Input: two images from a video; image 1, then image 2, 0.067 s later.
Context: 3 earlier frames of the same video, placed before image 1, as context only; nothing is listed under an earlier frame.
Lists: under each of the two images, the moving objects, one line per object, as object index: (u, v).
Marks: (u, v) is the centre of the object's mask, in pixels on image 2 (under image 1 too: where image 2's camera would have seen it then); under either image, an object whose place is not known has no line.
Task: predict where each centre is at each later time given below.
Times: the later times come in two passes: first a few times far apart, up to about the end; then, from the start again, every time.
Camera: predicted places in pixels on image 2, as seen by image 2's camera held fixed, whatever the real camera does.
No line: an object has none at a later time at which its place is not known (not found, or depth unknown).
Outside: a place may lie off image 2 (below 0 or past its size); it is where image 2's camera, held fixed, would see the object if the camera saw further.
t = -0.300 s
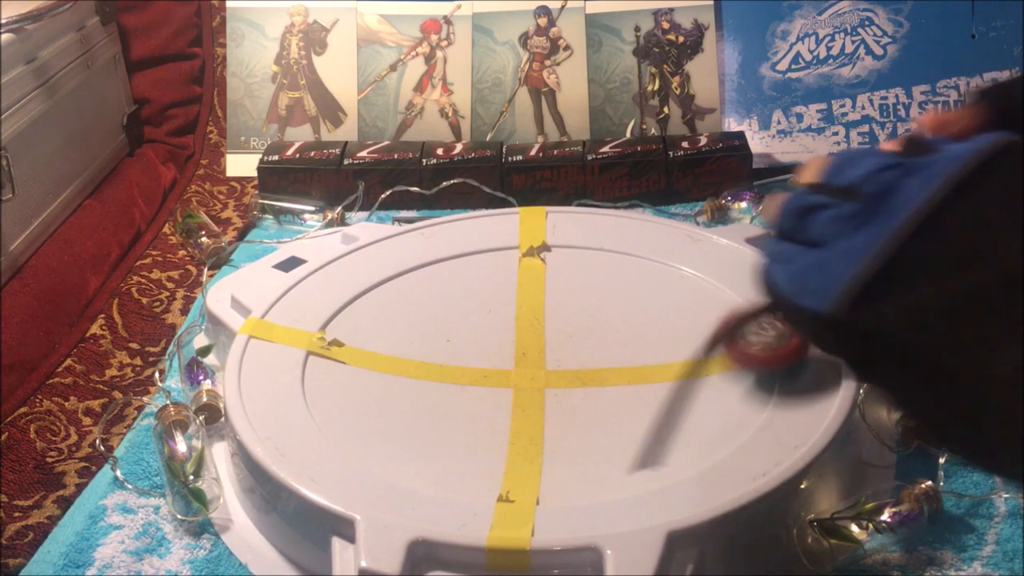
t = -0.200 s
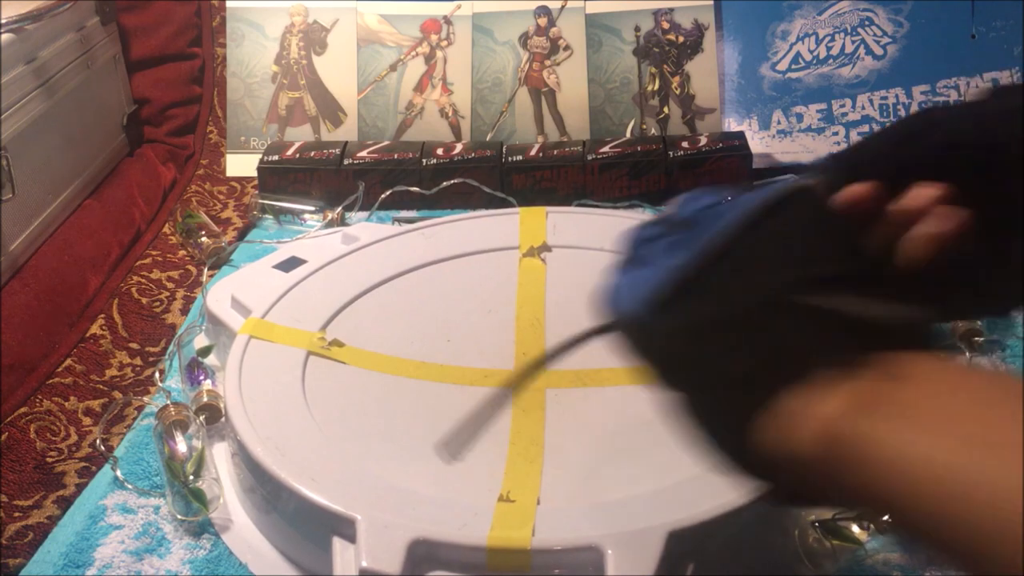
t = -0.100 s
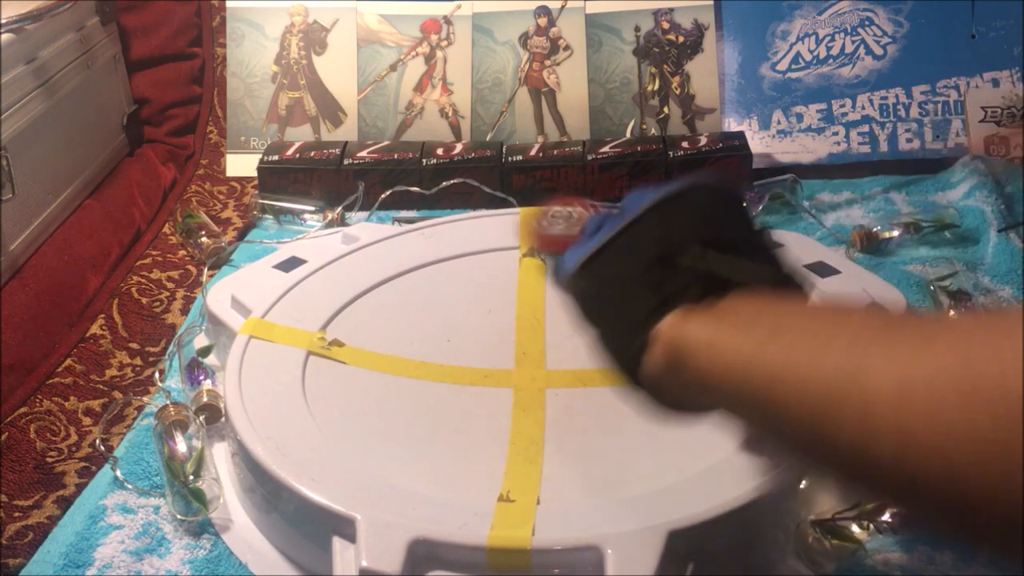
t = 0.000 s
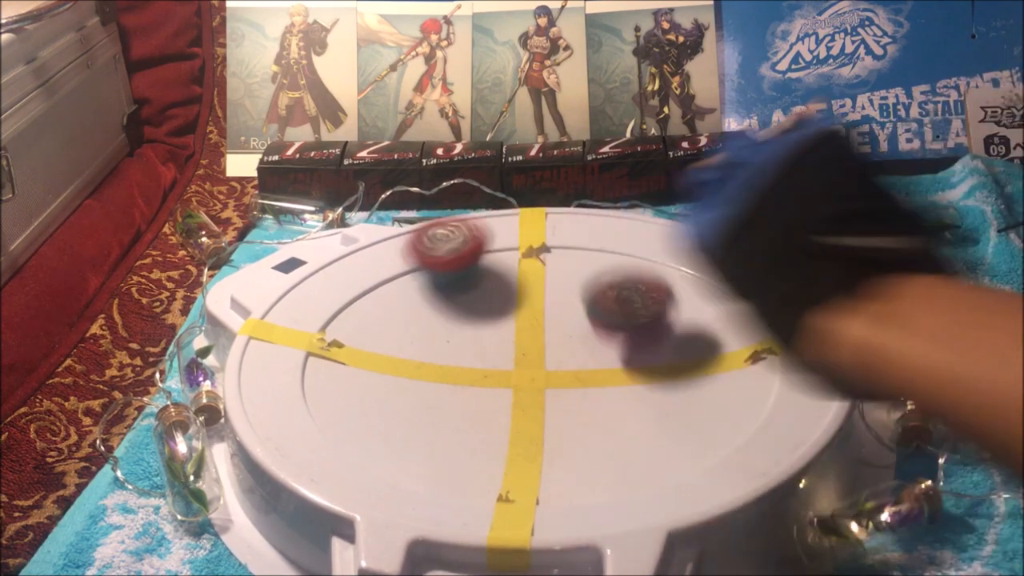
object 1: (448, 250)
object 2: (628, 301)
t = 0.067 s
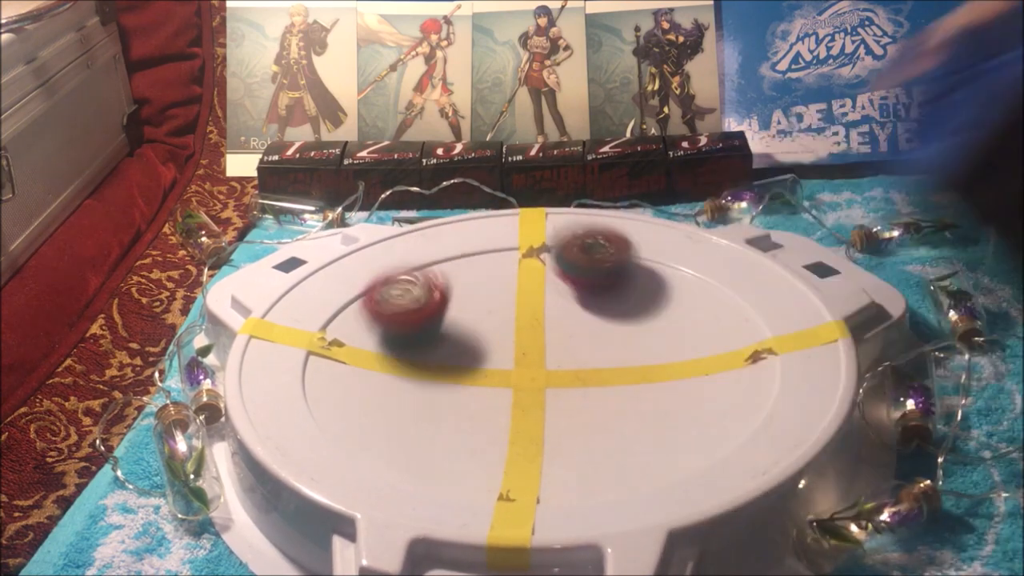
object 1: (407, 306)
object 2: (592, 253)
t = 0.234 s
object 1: (551, 430)
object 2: (383, 258)
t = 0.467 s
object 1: (729, 292)
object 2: (542, 412)
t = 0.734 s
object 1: (483, 273)
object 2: (554, 220)
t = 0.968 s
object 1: (446, 421)
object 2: (385, 362)
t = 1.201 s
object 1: (749, 382)
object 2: (683, 297)
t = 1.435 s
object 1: (627, 266)
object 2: (441, 250)
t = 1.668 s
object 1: (370, 318)
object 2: (574, 376)
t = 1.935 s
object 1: (485, 438)
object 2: (594, 230)
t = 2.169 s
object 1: (653, 333)
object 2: (467, 345)
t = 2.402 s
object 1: (489, 244)
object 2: (704, 333)
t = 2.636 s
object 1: (367, 288)
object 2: (560, 254)
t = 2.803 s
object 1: (312, 306)
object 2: (492, 348)
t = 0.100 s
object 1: (402, 337)
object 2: (563, 235)
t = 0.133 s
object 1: (413, 370)
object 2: (528, 224)
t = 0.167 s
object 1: (444, 400)
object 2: (485, 224)
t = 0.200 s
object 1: (491, 419)
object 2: (435, 238)
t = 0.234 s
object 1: (551, 430)
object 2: (383, 258)
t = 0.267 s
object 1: (616, 428)
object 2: (341, 289)
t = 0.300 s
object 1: (680, 415)
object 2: (325, 318)
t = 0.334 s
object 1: (737, 393)
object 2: (340, 342)
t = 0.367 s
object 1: (758, 360)
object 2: (369, 374)
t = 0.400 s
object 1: (764, 333)
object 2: (412, 400)
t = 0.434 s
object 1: (750, 306)
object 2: (475, 413)
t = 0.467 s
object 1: (729, 292)
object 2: (542, 412)
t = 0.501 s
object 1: (705, 274)
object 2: (602, 399)
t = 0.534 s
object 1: (681, 262)
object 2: (651, 371)
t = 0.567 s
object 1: (653, 252)
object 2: (680, 344)
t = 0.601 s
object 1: (624, 248)
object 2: (690, 307)
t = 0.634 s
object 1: (592, 247)
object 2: (683, 269)
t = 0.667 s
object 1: (554, 252)
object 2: (657, 241)
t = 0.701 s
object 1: (517, 262)
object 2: (610, 221)
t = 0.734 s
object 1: (483, 273)
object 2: (554, 220)
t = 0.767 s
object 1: (453, 286)
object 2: (495, 227)
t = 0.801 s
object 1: (428, 309)
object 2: (438, 237)
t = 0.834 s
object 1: (410, 330)
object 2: (393, 257)
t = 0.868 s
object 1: (401, 357)
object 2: (363, 280)
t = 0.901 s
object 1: (403, 383)
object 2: (349, 311)
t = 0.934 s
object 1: (419, 405)
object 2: (356, 333)
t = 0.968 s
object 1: (446, 421)
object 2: (385, 362)
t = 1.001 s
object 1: (482, 436)
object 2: (428, 382)
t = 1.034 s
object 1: (530, 444)
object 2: (484, 390)
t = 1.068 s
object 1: (586, 446)
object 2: (544, 389)
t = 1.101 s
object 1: (639, 439)
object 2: (602, 375)
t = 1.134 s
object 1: (686, 425)
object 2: (645, 354)
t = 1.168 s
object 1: (723, 405)
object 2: (672, 328)
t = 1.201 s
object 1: (749, 382)
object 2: (683, 297)
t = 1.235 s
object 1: (762, 361)
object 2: (676, 264)
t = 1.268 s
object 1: (762, 339)
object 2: (654, 236)
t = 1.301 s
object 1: (751, 317)
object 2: (611, 225)
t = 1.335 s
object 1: (728, 303)
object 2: (564, 224)
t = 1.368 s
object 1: (699, 287)
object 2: (520, 223)
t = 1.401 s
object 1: (665, 274)
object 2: (474, 236)
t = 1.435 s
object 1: (627, 266)
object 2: (441, 250)
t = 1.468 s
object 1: (586, 261)
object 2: (418, 271)
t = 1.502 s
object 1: (543, 261)
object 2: (410, 297)
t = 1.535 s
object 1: (503, 267)
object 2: (417, 320)
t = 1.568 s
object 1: (462, 273)
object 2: (439, 348)
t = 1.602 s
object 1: (426, 287)
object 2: (478, 367)
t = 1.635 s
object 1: (395, 300)
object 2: (524, 376)
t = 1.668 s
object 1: (370, 318)
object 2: (574, 376)
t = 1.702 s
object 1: (352, 336)
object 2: (620, 364)
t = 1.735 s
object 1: (343, 356)
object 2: (658, 344)
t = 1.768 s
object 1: (344, 378)
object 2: (683, 320)
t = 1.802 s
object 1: (356, 398)
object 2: (694, 296)
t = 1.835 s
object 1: (379, 415)
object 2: (688, 270)
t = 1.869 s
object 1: (410, 428)
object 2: (670, 247)
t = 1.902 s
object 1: (442, 434)
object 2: (642, 232)
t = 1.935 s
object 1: (485, 438)
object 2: (594, 230)
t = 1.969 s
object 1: (526, 436)
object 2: (553, 232)
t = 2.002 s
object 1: (568, 428)
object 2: (520, 241)
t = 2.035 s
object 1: (605, 413)
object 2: (489, 256)
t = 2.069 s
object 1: (632, 397)
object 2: (466, 276)
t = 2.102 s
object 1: (648, 377)
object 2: (454, 297)
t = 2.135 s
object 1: (656, 355)
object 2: (453, 321)
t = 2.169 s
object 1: (653, 333)
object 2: (467, 345)
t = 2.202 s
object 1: (641, 313)
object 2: (490, 365)
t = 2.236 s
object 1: (624, 297)
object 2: (524, 378)
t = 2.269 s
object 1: (603, 281)
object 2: (566, 386)
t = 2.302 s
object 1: (579, 267)
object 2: (611, 384)
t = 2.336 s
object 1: (550, 257)
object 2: (651, 372)
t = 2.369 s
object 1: (520, 249)
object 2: (685, 353)
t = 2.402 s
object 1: (489, 244)
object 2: (704, 333)
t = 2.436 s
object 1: (459, 241)
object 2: (713, 313)
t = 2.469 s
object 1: (433, 242)
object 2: (707, 290)
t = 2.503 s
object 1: (409, 244)
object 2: (689, 272)
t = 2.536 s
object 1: (390, 254)
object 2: (664, 258)
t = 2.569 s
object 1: (377, 266)
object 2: (632, 250)
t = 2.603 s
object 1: (371, 278)
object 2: (595, 249)
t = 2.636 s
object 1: (367, 288)
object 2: (560, 254)
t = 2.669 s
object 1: (366, 300)
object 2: (525, 263)
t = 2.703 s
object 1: (374, 311)
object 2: (494, 278)
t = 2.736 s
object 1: (379, 318)
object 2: (470, 297)
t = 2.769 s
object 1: (344, 305)
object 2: (477, 322)
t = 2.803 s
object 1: (312, 306)
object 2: (492, 348)
